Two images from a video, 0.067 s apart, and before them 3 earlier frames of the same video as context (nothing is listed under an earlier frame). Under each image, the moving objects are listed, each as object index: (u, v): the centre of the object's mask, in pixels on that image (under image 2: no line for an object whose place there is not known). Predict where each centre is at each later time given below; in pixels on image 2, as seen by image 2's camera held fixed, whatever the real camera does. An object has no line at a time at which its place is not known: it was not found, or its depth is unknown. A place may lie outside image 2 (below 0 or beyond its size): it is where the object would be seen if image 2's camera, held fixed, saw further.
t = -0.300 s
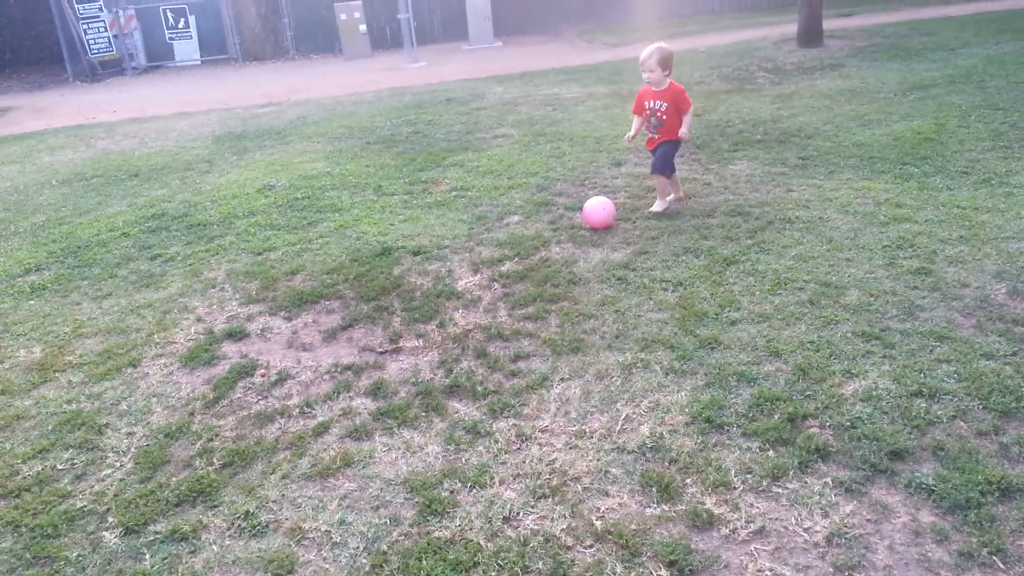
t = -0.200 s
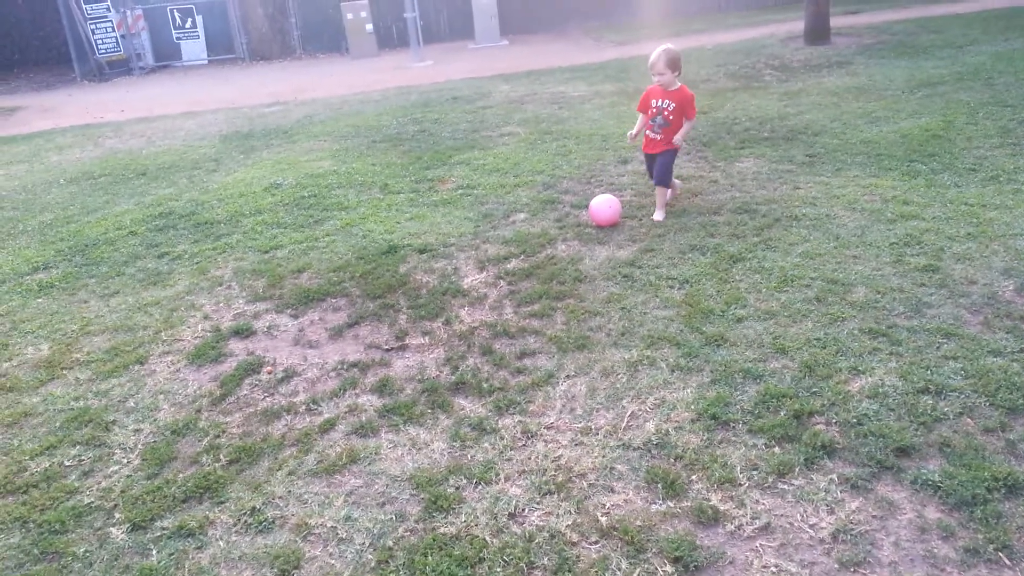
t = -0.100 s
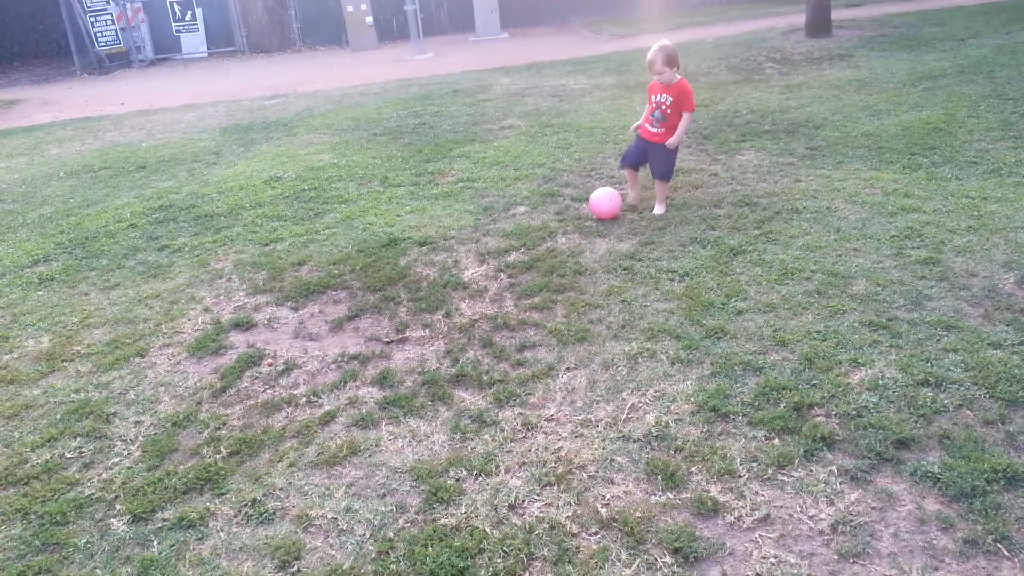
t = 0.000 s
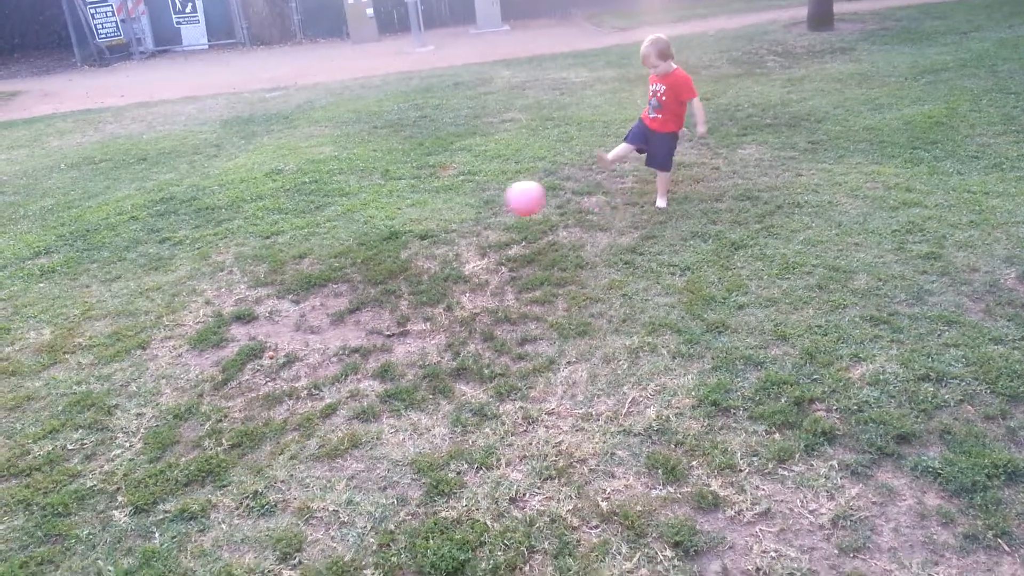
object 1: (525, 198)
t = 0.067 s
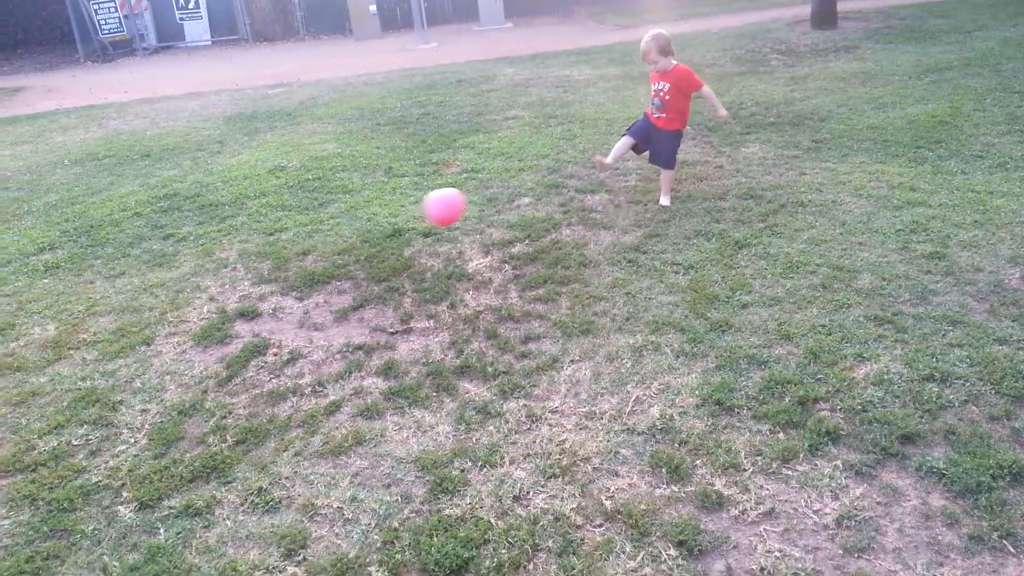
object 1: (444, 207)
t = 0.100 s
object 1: (399, 216)
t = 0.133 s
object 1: (352, 228)
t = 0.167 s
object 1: (303, 242)
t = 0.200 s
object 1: (252, 260)
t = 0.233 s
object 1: (197, 282)
